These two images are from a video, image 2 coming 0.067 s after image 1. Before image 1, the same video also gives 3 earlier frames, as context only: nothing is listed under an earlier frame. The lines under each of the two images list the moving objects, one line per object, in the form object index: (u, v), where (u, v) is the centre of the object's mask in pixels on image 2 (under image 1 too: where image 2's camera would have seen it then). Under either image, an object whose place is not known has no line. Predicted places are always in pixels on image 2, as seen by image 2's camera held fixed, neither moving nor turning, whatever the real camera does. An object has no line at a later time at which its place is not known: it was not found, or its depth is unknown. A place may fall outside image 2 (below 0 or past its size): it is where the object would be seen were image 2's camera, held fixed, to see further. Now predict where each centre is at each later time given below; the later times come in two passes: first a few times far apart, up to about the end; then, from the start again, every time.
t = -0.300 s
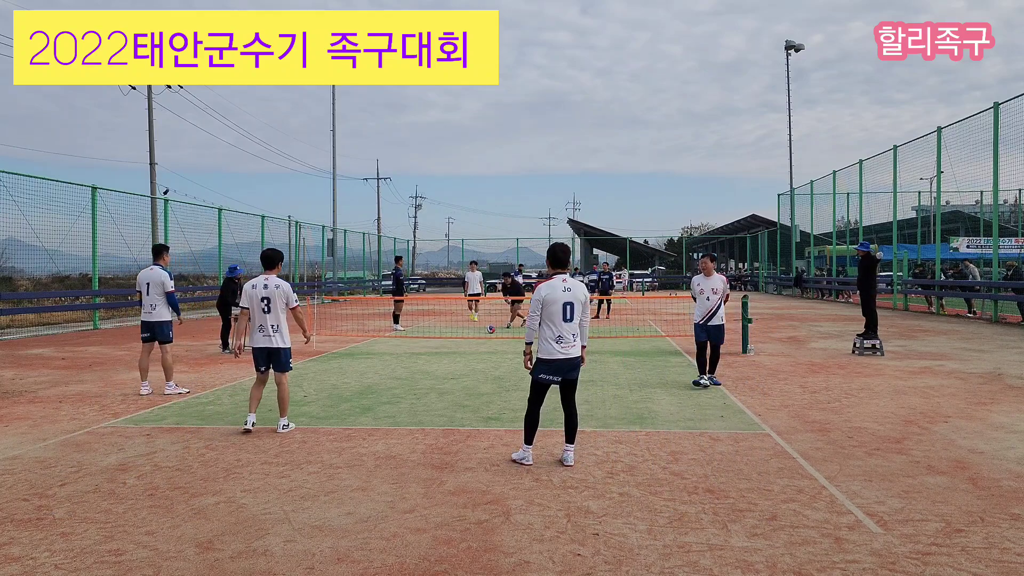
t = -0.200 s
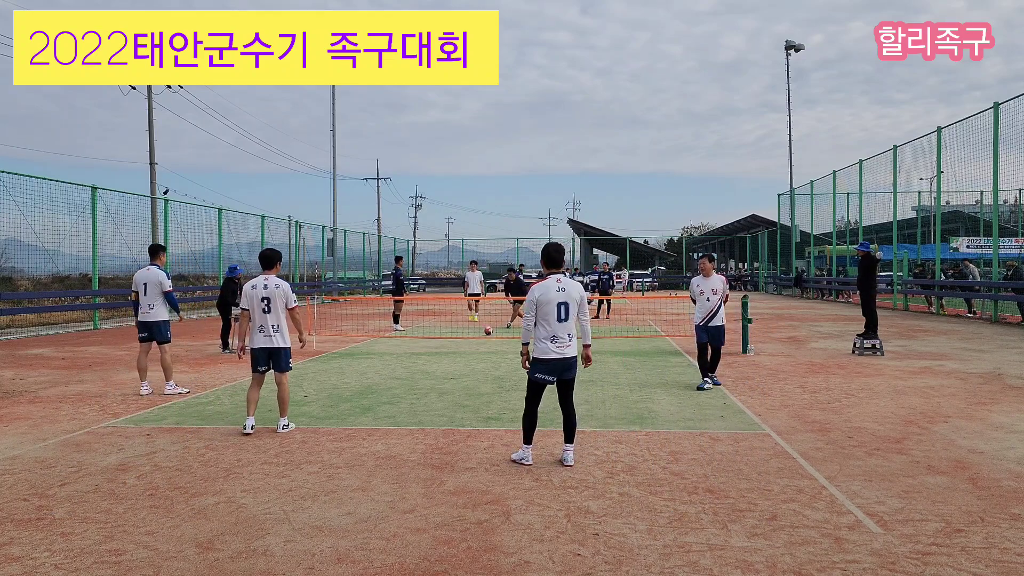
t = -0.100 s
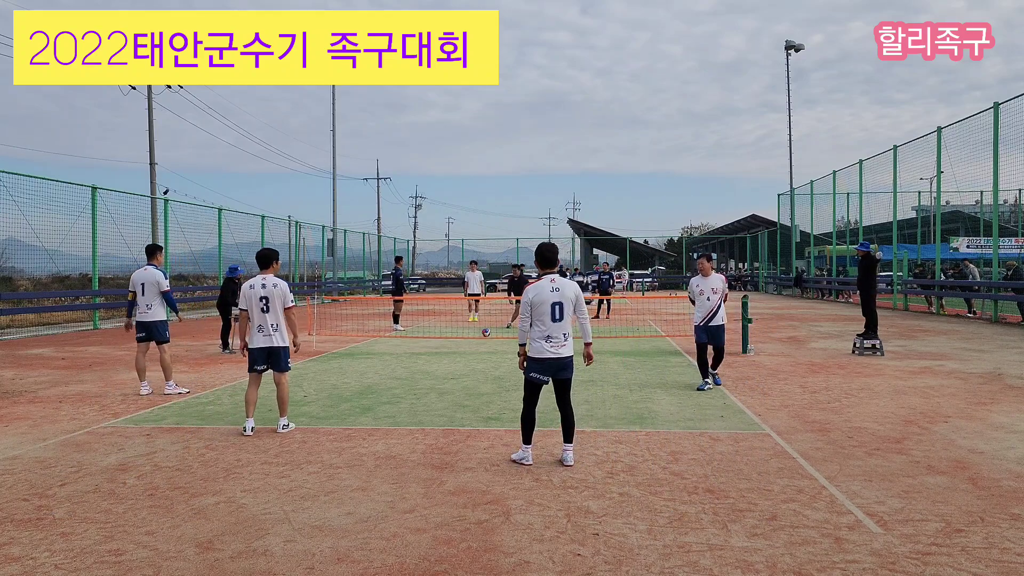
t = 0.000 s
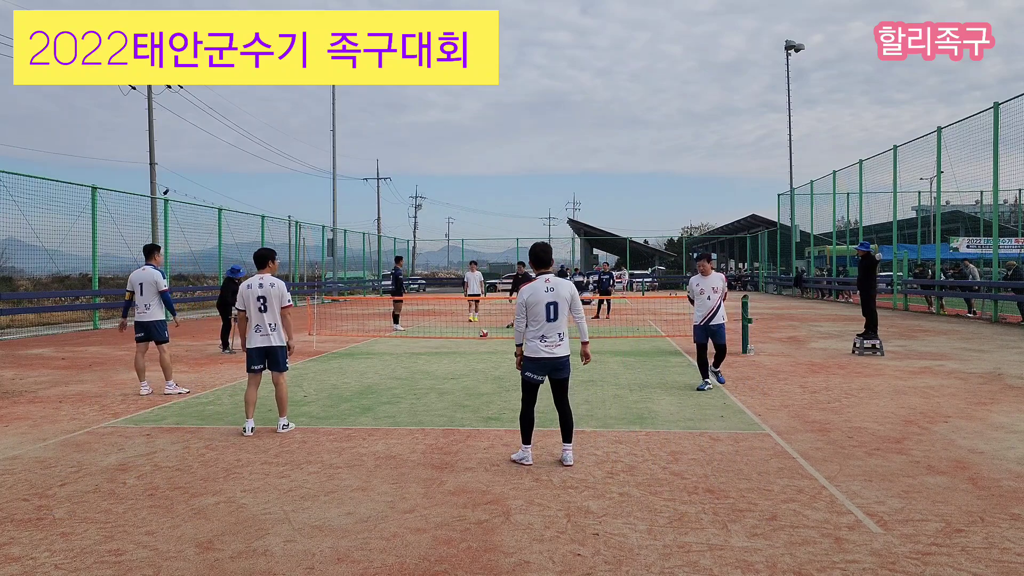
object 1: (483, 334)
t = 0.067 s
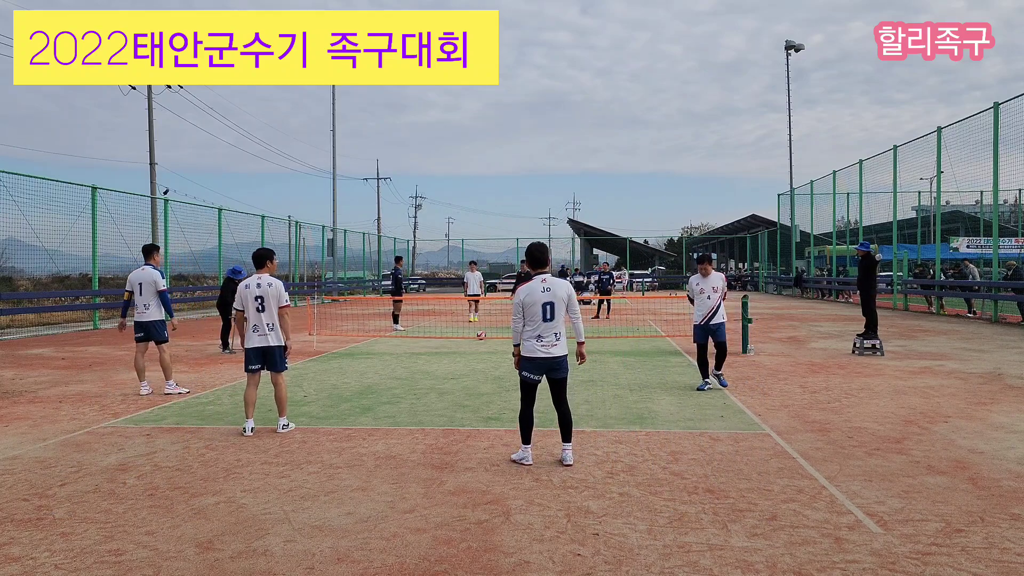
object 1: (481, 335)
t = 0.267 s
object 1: (475, 339)
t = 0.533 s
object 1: (465, 344)
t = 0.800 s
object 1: (453, 350)
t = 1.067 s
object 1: (441, 356)
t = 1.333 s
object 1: (426, 361)
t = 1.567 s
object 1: (412, 370)
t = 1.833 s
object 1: (393, 378)
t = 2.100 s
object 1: (372, 390)
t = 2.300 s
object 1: (353, 399)
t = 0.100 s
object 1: (481, 335)
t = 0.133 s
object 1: (479, 337)
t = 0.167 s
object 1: (478, 337)
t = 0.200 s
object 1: (477, 338)
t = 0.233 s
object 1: (476, 339)
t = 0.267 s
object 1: (475, 339)
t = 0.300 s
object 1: (473, 340)
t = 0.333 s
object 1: (472, 340)
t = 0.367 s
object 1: (471, 342)
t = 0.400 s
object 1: (470, 342)
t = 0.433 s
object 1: (468, 343)
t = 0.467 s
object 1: (467, 343)
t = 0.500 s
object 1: (466, 344)
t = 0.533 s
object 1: (465, 344)
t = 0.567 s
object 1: (463, 345)
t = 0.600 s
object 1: (462, 345)
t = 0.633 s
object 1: (461, 346)
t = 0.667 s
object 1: (459, 346)
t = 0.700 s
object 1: (458, 347)
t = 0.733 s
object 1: (456, 348)
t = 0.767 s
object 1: (455, 348)
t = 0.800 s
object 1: (453, 350)
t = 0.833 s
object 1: (451, 350)
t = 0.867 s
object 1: (450, 351)
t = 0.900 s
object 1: (449, 352)
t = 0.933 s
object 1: (447, 352)
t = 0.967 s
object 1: (445, 353)
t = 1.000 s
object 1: (444, 354)
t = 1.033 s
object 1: (442, 354)
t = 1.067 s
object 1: (441, 356)
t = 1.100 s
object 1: (439, 357)
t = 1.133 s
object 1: (437, 357)
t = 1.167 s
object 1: (436, 357)
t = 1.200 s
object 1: (434, 359)
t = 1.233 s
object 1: (432, 360)
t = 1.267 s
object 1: (430, 361)
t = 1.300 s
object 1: (428, 361)
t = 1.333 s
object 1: (426, 361)
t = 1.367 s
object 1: (424, 363)
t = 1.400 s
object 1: (422, 365)
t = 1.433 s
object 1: (420, 366)
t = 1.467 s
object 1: (418, 366)
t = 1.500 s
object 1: (416, 366)
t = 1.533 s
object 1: (414, 367)
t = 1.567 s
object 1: (412, 370)
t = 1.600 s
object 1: (410, 371)
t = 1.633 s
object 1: (408, 371)
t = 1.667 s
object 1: (405, 372)
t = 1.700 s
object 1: (403, 373)
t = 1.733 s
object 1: (400, 376)
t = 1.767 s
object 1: (398, 377)
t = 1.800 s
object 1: (396, 377)
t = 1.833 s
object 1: (393, 378)
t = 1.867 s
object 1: (390, 380)
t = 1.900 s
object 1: (388, 383)
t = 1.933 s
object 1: (385, 383)
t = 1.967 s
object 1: (383, 383)
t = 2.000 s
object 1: (380, 384)
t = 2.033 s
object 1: (377, 387)
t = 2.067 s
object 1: (374, 390)
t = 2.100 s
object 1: (372, 390)
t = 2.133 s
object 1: (369, 391)
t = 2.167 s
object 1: (365, 392)
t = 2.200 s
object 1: (362, 395)
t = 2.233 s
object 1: (359, 397)
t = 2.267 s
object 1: (356, 398)
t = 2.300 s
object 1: (353, 399)
